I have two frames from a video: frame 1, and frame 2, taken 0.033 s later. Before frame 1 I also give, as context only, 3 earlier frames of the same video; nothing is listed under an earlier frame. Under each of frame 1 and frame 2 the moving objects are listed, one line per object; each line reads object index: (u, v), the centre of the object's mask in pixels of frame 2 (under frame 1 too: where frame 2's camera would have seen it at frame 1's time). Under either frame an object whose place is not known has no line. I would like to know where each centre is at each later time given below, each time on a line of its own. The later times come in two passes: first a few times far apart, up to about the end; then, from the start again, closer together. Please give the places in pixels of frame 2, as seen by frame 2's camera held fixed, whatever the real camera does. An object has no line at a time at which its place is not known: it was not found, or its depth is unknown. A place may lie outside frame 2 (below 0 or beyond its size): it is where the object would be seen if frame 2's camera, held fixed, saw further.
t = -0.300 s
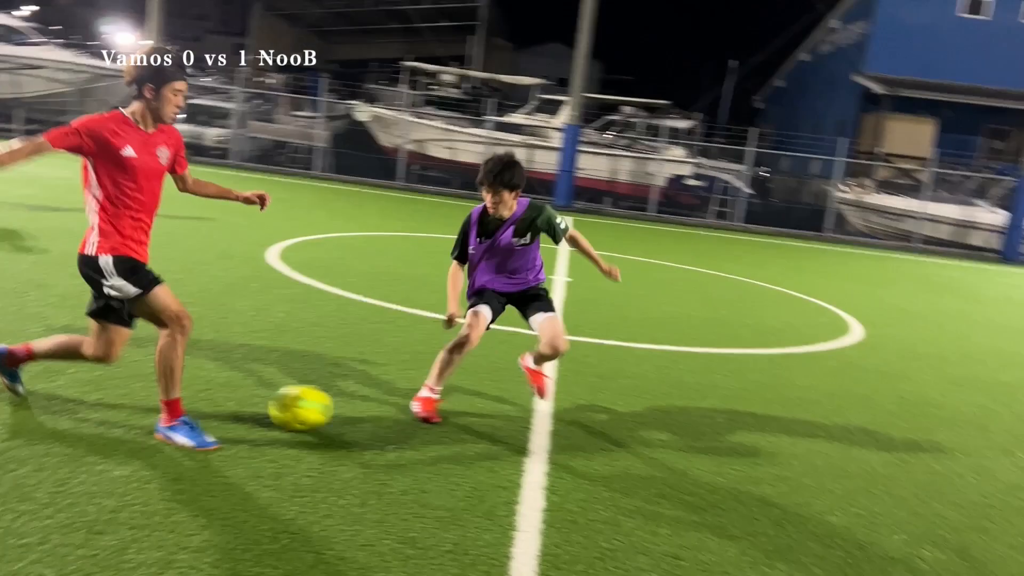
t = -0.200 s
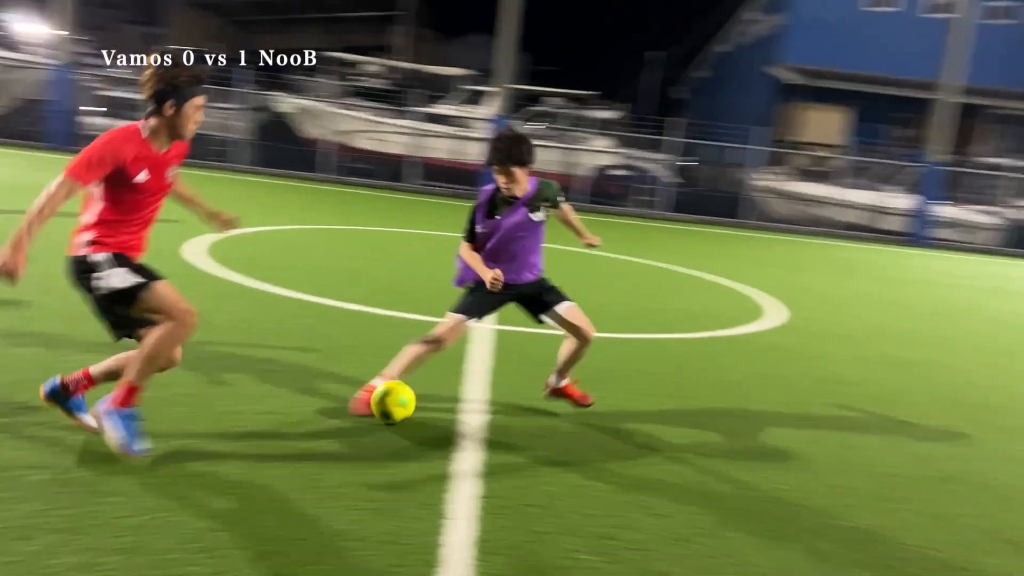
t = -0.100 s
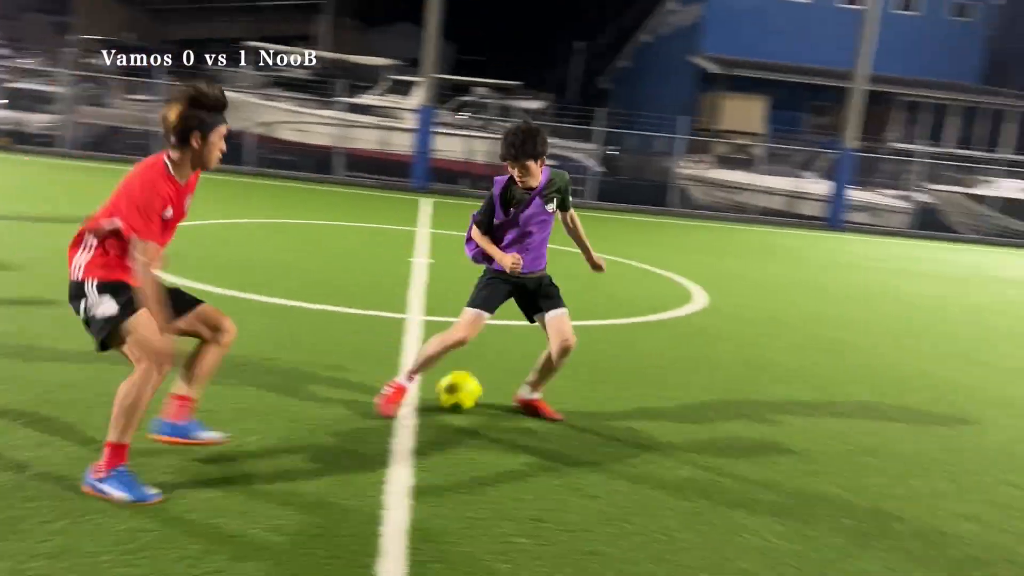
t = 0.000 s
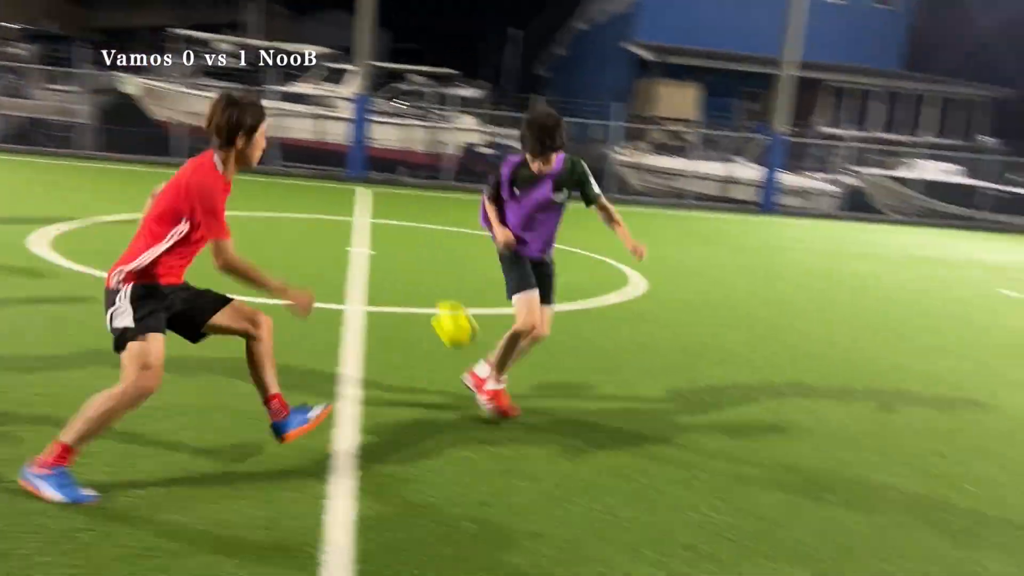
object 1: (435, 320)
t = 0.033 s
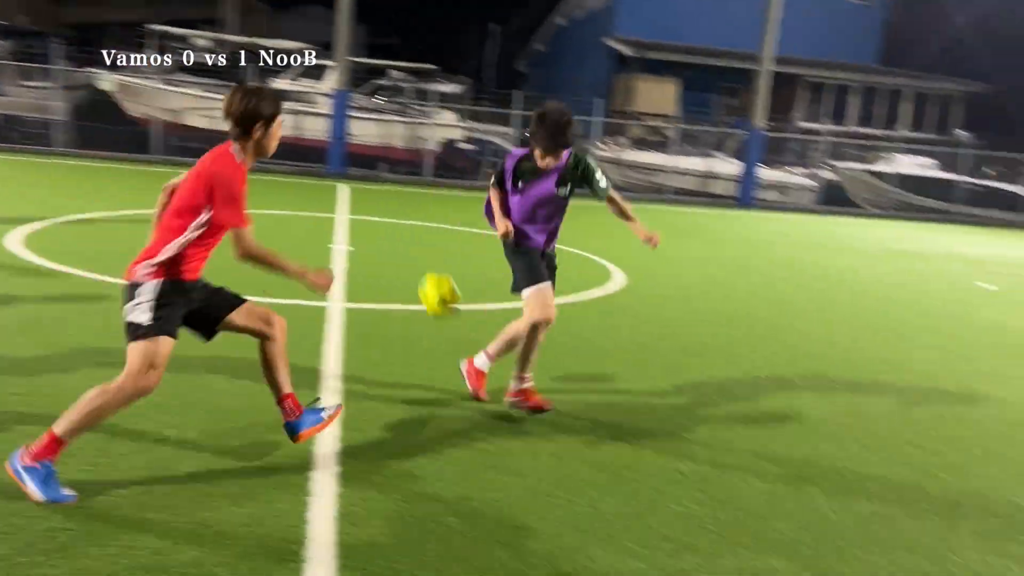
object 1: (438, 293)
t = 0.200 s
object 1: (455, 199)
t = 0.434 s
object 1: (463, 154)
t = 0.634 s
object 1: (464, 192)
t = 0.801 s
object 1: (464, 270)
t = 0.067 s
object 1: (442, 271)
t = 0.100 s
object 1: (445, 250)
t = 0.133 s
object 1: (448, 230)
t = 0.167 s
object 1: (452, 213)
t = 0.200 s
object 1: (455, 199)
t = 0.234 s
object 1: (463, 189)
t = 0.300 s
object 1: (456, 164)
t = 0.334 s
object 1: (459, 160)
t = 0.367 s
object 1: (461, 156)
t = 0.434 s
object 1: (463, 154)
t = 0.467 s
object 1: (463, 155)
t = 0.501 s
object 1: (463, 159)
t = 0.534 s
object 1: (464, 164)
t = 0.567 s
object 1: (464, 171)
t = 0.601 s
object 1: (465, 181)
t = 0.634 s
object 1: (464, 192)
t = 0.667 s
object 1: (464, 204)
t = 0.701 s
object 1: (464, 218)
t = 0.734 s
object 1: (464, 234)
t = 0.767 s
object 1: (464, 252)
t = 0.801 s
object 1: (464, 270)
